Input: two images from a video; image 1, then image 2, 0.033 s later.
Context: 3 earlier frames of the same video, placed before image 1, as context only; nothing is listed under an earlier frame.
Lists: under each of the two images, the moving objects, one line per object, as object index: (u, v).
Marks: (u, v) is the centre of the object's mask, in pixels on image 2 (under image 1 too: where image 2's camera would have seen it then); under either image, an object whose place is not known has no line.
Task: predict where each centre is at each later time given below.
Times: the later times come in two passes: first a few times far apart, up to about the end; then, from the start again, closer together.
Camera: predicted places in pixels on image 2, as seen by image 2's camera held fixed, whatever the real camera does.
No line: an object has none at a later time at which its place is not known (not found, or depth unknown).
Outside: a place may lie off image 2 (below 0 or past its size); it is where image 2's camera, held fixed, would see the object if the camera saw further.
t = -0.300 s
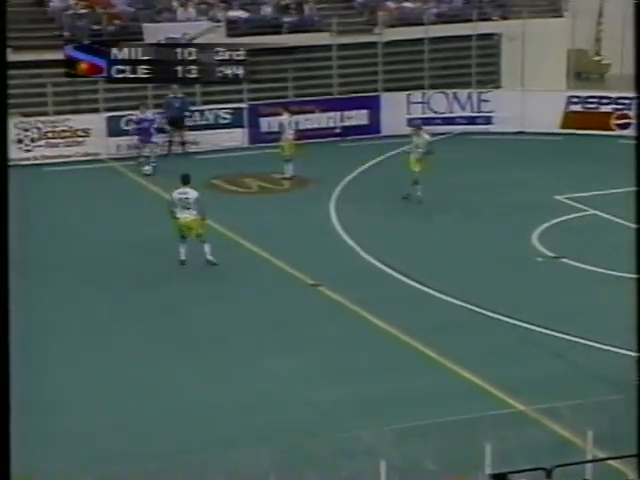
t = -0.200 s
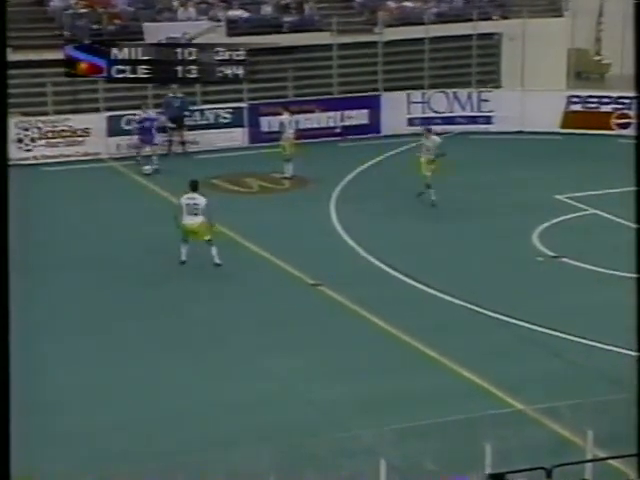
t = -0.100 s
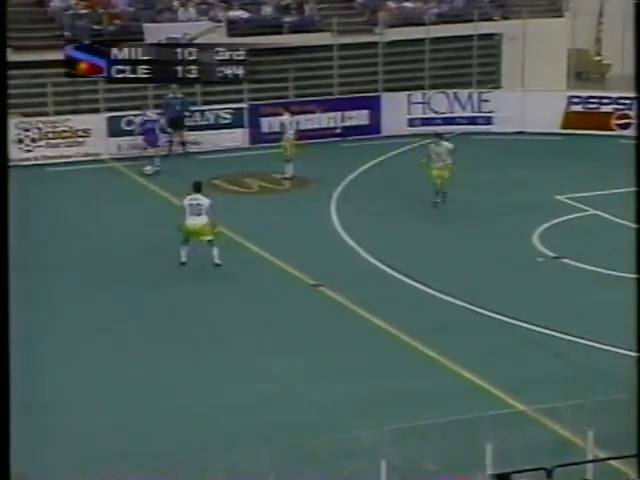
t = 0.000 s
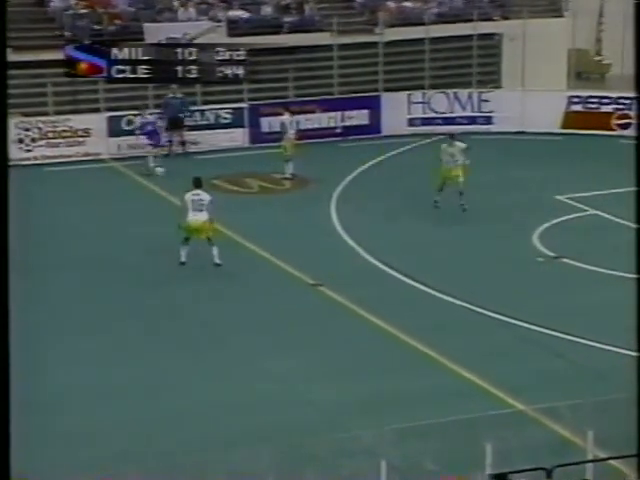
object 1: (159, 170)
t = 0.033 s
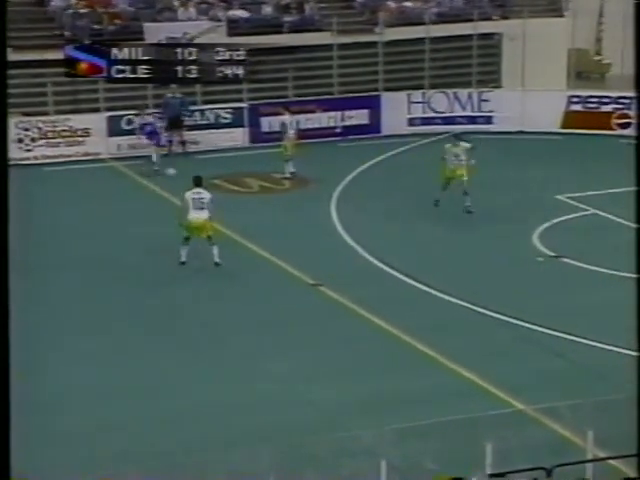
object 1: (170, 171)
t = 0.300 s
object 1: (275, 206)
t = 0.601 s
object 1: (411, 250)
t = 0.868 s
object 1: (541, 297)
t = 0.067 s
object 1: (180, 173)
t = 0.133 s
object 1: (207, 181)
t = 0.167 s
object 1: (217, 184)
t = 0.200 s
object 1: (233, 188)
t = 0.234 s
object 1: (246, 194)
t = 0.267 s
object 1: (261, 199)
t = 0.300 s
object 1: (275, 206)
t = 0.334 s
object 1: (291, 213)
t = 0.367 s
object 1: (305, 220)
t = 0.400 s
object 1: (321, 229)
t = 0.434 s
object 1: (337, 238)
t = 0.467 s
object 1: (350, 238)
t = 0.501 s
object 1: (366, 240)
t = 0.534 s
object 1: (381, 242)
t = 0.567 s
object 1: (395, 246)
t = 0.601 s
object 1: (411, 250)
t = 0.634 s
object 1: (427, 254)
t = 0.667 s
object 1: (443, 259)
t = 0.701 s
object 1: (459, 264)
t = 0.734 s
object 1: (475, 271)
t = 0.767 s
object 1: (492, 279)
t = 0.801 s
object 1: (509, 288)
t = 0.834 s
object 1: (526, 296)
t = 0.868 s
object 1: (541, 297)
